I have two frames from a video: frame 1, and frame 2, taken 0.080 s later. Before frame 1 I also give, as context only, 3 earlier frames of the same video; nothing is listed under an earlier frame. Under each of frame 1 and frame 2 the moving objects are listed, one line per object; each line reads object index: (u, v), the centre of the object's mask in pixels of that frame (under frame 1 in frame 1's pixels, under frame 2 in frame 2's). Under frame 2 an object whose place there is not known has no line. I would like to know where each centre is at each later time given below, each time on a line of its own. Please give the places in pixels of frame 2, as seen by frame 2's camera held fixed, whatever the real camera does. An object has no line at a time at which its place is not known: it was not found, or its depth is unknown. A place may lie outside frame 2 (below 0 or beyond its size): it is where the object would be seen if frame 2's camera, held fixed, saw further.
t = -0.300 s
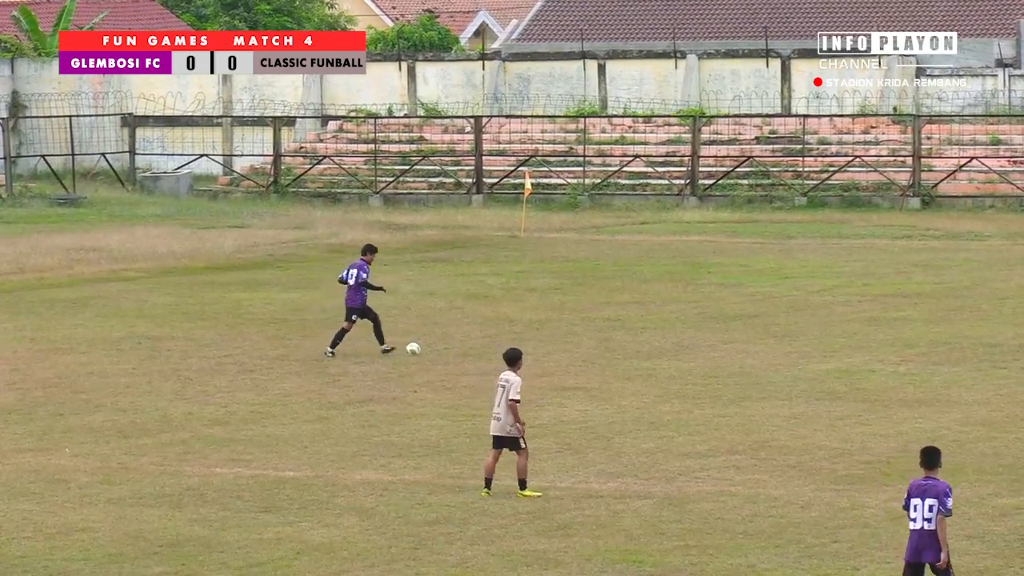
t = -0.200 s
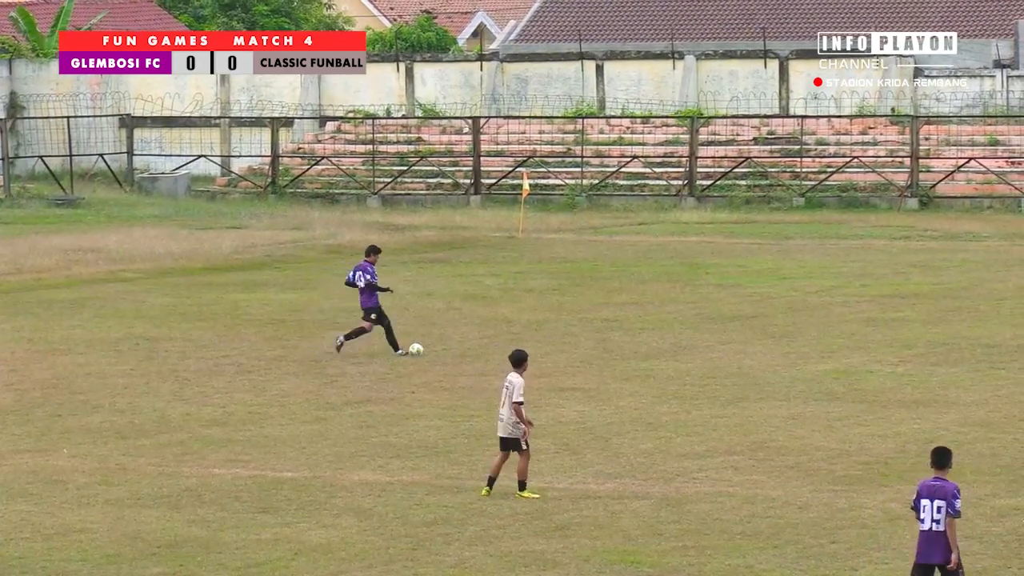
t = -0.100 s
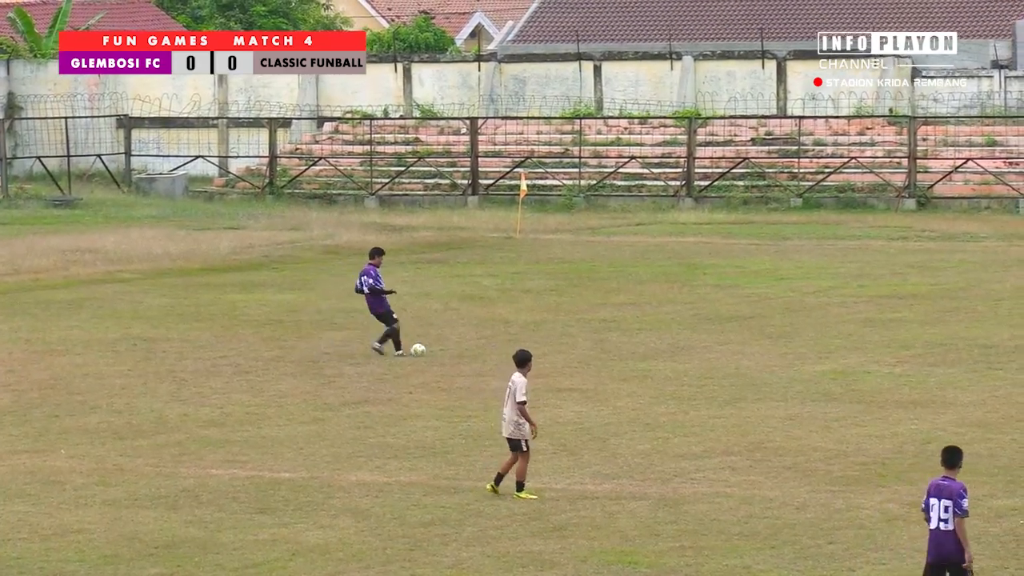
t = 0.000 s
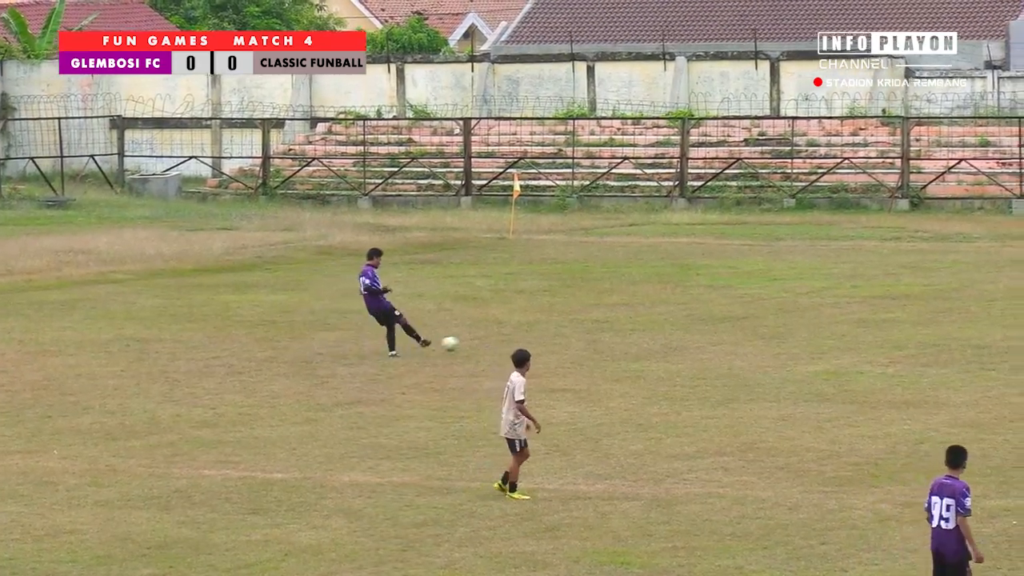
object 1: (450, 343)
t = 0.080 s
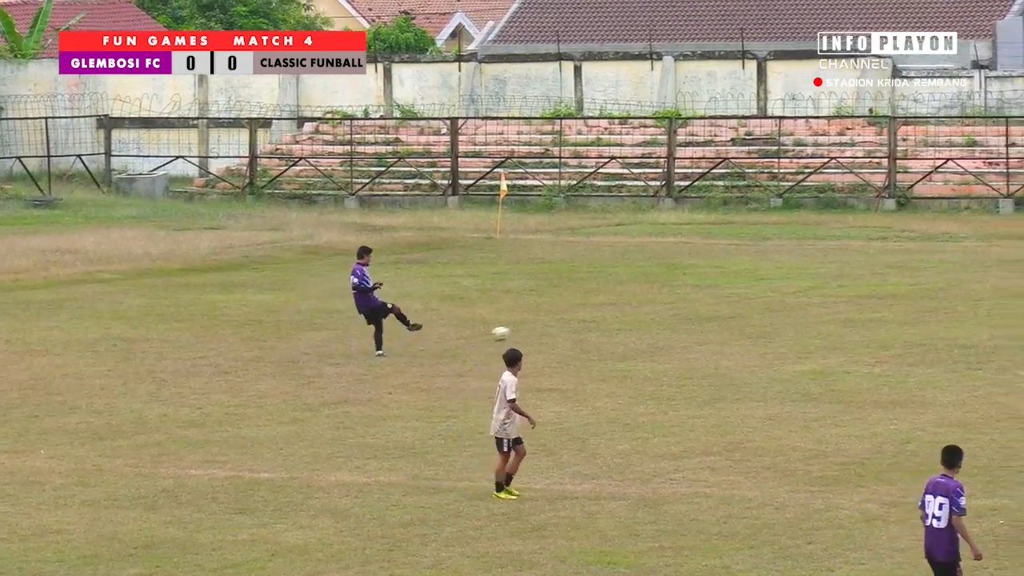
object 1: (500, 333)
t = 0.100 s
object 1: (516, 331)
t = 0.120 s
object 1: (530, 330)
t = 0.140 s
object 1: (545, 329)
